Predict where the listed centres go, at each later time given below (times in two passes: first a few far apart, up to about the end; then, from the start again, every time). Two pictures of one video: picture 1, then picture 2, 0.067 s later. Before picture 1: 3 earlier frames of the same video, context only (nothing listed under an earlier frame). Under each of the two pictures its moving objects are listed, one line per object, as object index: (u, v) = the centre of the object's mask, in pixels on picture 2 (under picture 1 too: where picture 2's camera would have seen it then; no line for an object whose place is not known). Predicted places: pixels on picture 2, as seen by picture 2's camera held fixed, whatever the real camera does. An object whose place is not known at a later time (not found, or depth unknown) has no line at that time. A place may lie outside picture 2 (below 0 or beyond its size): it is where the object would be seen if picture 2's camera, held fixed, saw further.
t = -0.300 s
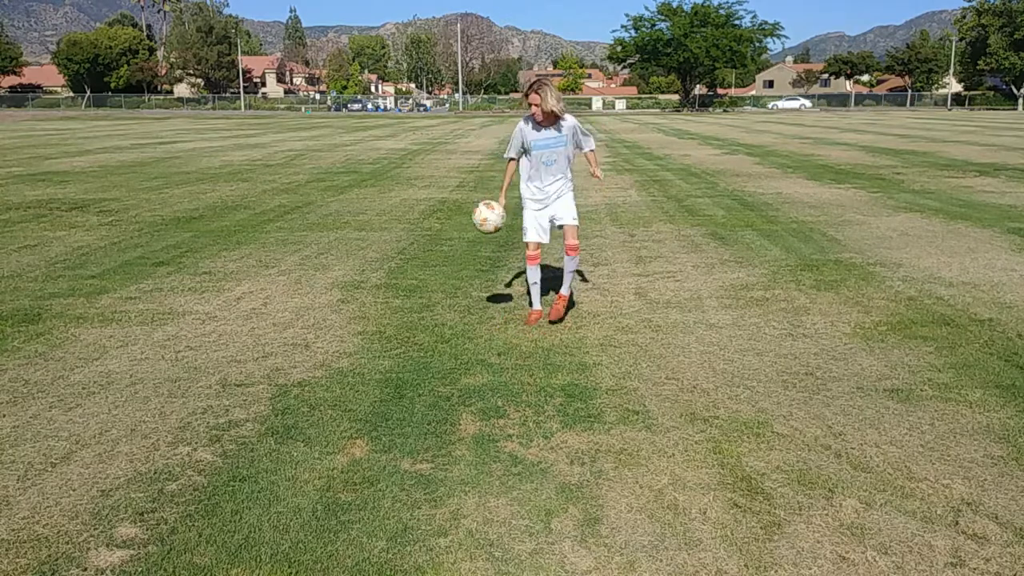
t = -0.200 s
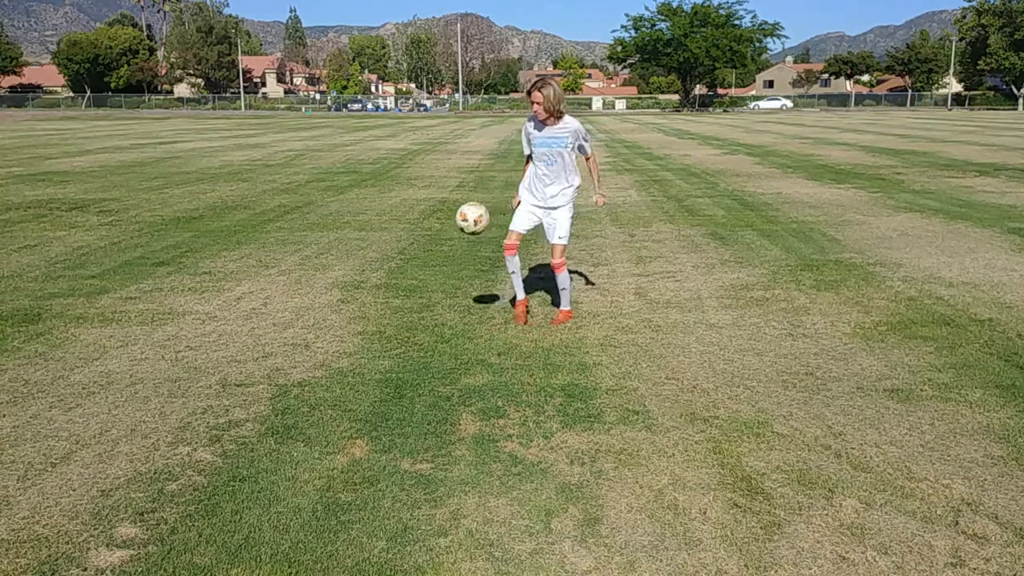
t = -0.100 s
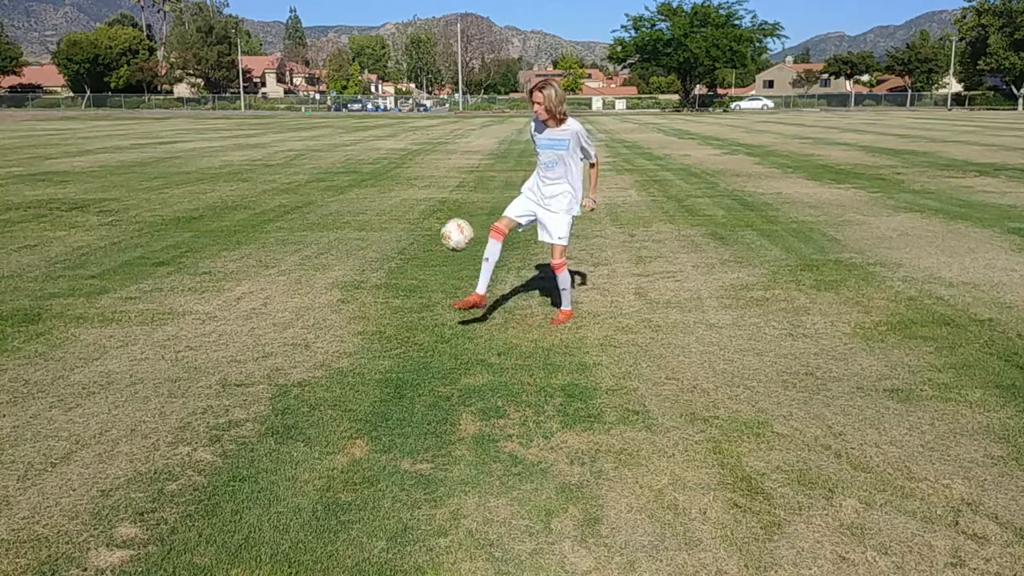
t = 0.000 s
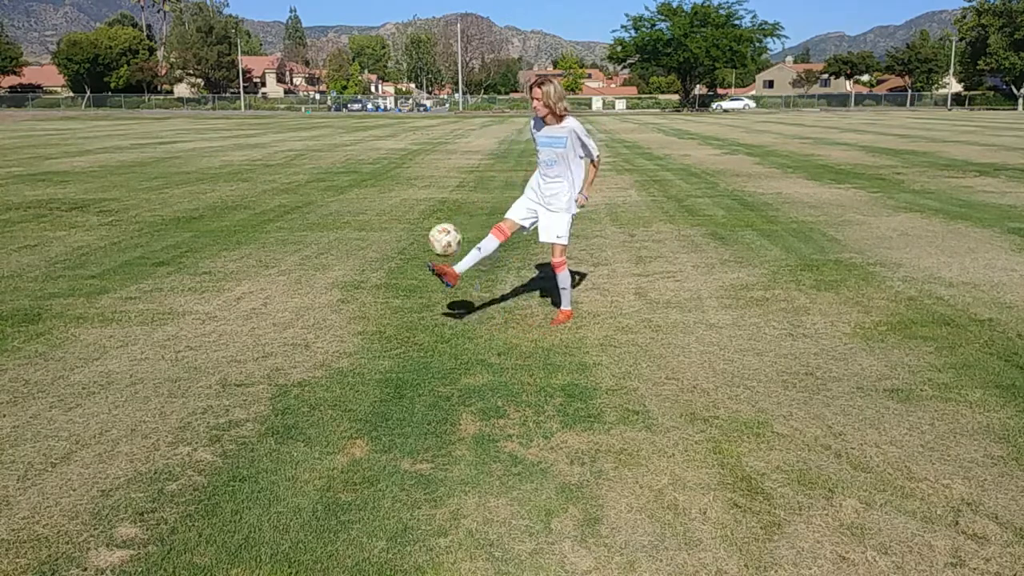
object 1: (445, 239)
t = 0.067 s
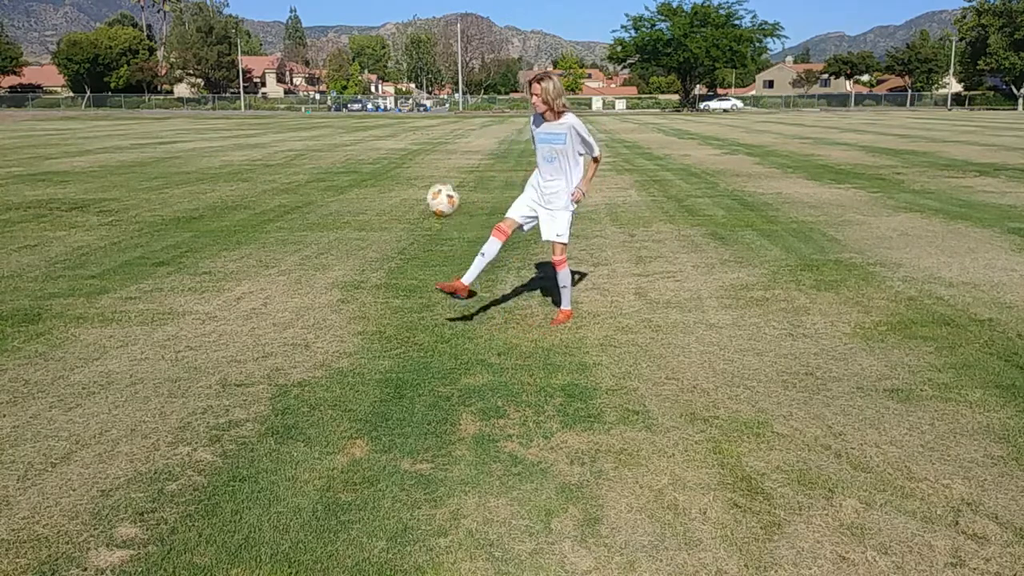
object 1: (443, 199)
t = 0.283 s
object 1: (436, 114)
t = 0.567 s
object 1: (433, 115)
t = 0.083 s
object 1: (442, 191)
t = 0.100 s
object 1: (441, 182)
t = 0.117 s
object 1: (441, 174)
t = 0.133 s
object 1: (440, 166)
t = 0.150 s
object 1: (439, 158)
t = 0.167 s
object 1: (439, 152)
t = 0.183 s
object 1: (438, 145)
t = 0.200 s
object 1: (438, 139)
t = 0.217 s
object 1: (437, 133)
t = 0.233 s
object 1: (437, 128)
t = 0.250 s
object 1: (437, 123)
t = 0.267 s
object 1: (436, 118)
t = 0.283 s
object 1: (436, 114)
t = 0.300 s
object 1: (435, 111)
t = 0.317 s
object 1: (435, 108)
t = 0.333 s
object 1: (435, 106)
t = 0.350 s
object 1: (435, 104)
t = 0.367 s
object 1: (434, 102)
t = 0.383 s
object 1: (434, 101)
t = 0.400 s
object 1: (434, 100)
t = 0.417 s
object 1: (434, 100)
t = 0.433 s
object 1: (434, 100)
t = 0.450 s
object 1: (433, 100)
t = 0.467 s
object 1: (433, 101)
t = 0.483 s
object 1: (433, 102)
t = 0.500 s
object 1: (433, 104)
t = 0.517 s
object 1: (433, 106)
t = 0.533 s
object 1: (433, 108)
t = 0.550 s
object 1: (433, 112)
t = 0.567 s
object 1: (433, 115)
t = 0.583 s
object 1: (432, 118)
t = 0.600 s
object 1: (432, 123)
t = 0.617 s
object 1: (432, 128)
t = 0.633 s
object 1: (432, 132)
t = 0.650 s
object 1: (432, 138)
